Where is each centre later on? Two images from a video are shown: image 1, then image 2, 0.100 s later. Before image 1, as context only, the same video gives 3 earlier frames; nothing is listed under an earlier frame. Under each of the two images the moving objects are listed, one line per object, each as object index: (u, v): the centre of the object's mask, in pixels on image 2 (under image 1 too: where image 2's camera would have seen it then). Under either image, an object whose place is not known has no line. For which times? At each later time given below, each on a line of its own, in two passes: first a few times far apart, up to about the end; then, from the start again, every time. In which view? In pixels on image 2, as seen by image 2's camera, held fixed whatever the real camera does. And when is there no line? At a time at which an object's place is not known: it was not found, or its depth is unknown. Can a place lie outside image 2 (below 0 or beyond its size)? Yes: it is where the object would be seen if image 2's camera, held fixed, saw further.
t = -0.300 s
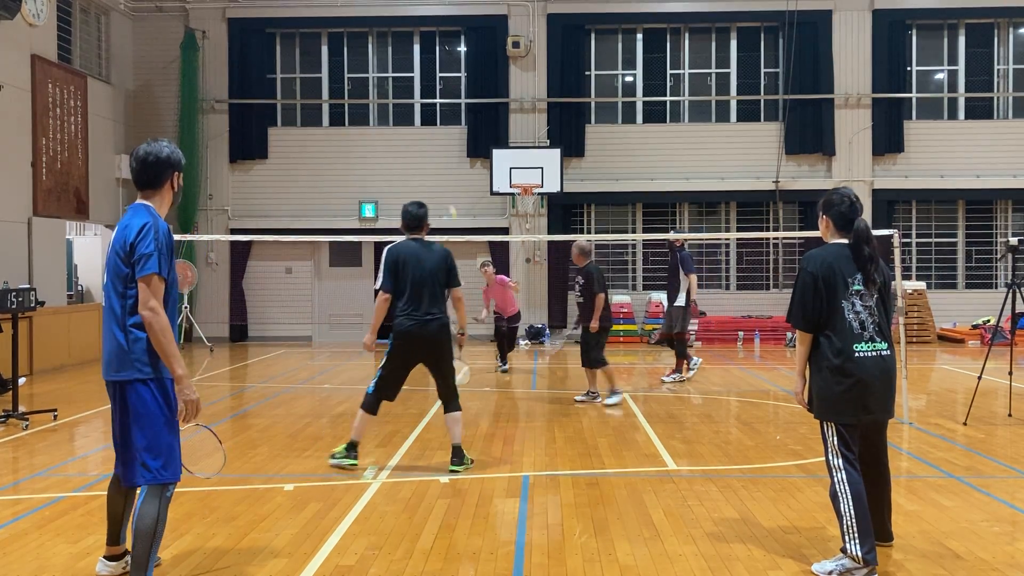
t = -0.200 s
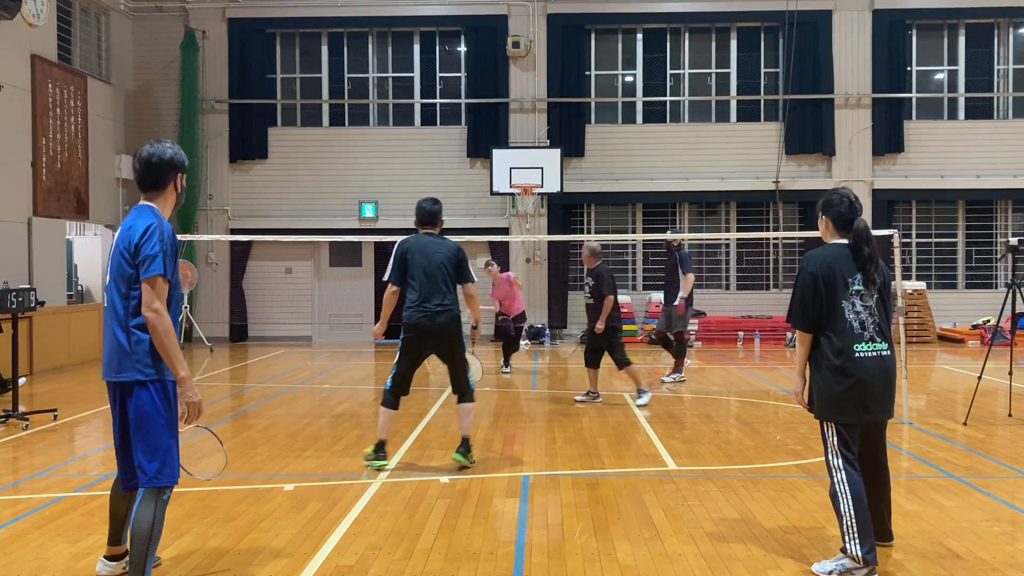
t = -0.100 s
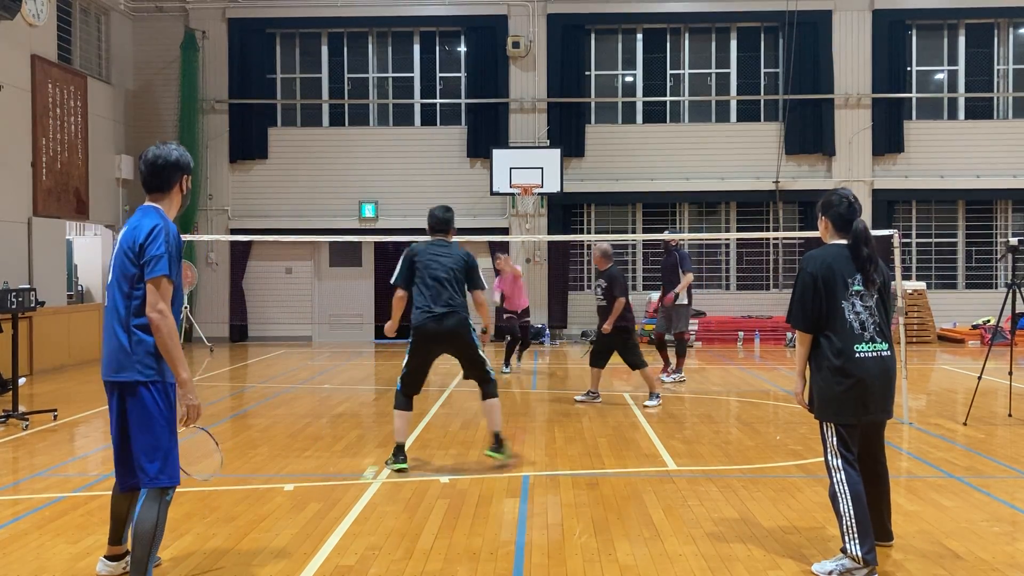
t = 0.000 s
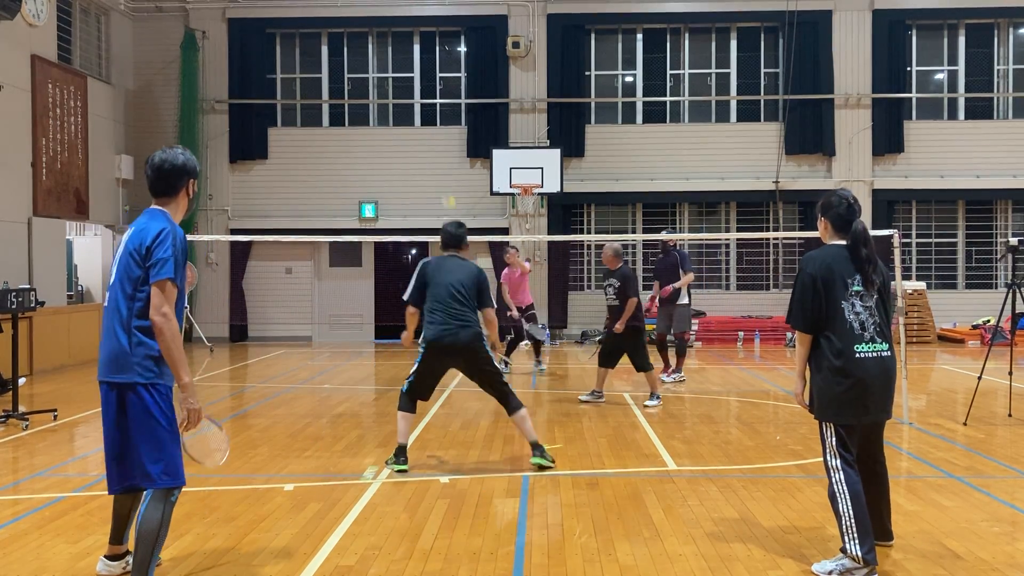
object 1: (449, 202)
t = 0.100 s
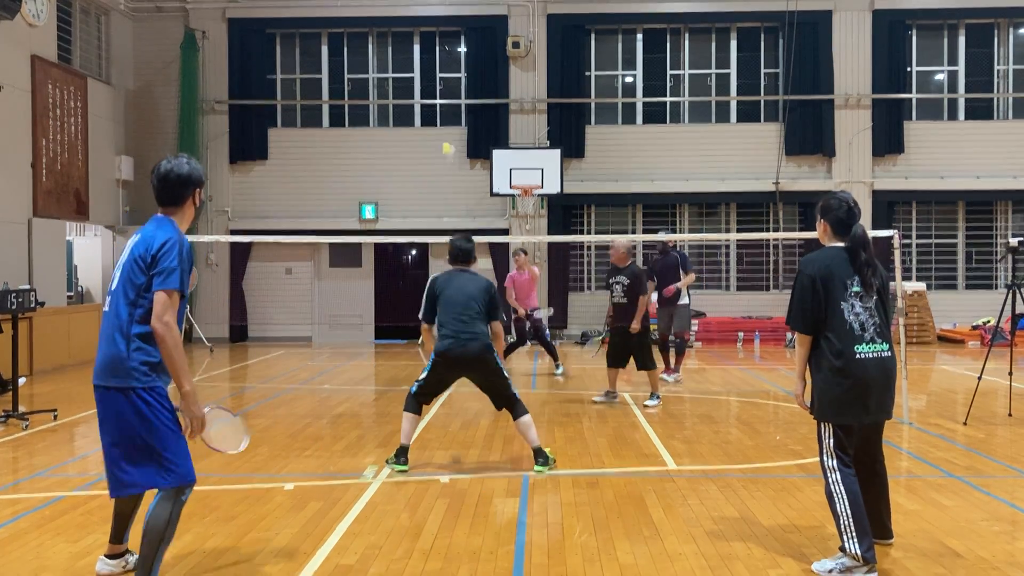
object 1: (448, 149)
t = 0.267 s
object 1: (437, 89)
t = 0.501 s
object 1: (427, 61)
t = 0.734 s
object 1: (414, 140)
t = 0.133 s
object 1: (447, 133)
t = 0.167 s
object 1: (445, 119)
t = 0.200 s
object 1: (440, 107)
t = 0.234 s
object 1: (439, 97)
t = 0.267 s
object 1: (437, 89)
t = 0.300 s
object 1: (436, 81)
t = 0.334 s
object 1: (434, 75)
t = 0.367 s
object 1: (433, 69)
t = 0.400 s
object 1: (432, 65)
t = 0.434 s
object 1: (430, 62)
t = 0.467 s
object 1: (429, 60)
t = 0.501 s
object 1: (427, 61)
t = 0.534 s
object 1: (425, 65)
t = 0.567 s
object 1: (423, 71)
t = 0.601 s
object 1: (420, 80)
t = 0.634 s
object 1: (418, 91)
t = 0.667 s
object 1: (417, 106)
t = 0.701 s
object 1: (415, 122)
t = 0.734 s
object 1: (414, 140)
